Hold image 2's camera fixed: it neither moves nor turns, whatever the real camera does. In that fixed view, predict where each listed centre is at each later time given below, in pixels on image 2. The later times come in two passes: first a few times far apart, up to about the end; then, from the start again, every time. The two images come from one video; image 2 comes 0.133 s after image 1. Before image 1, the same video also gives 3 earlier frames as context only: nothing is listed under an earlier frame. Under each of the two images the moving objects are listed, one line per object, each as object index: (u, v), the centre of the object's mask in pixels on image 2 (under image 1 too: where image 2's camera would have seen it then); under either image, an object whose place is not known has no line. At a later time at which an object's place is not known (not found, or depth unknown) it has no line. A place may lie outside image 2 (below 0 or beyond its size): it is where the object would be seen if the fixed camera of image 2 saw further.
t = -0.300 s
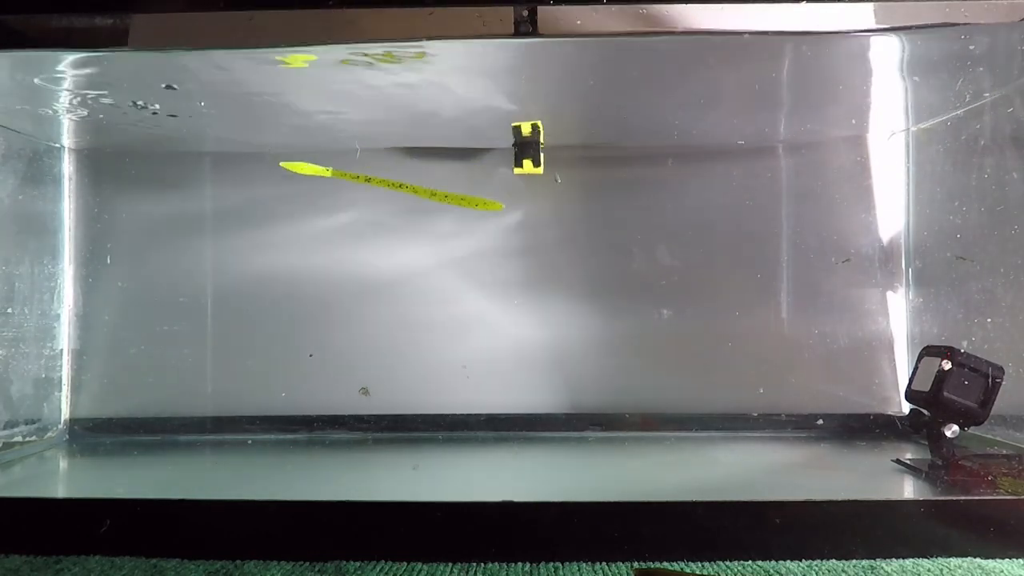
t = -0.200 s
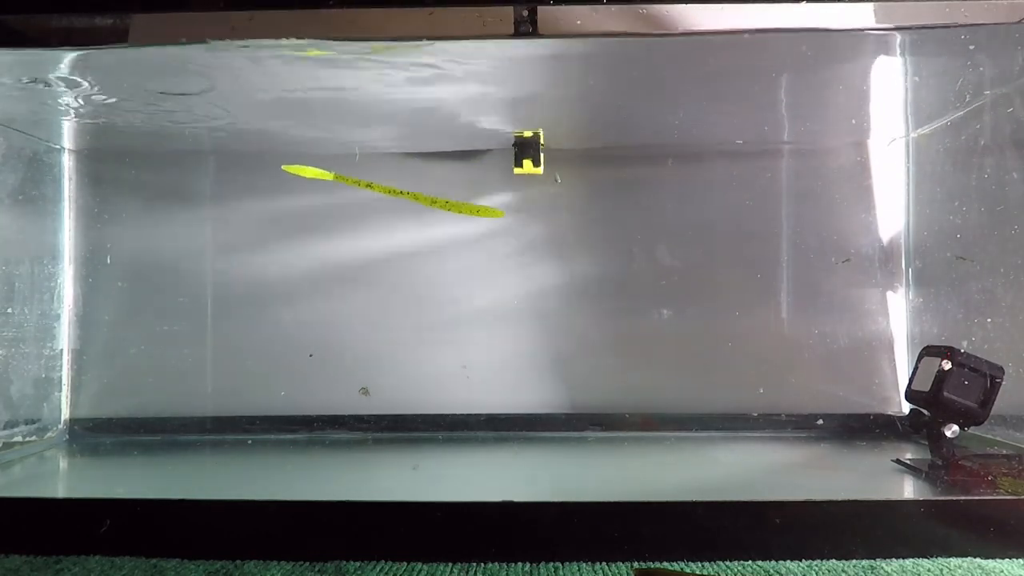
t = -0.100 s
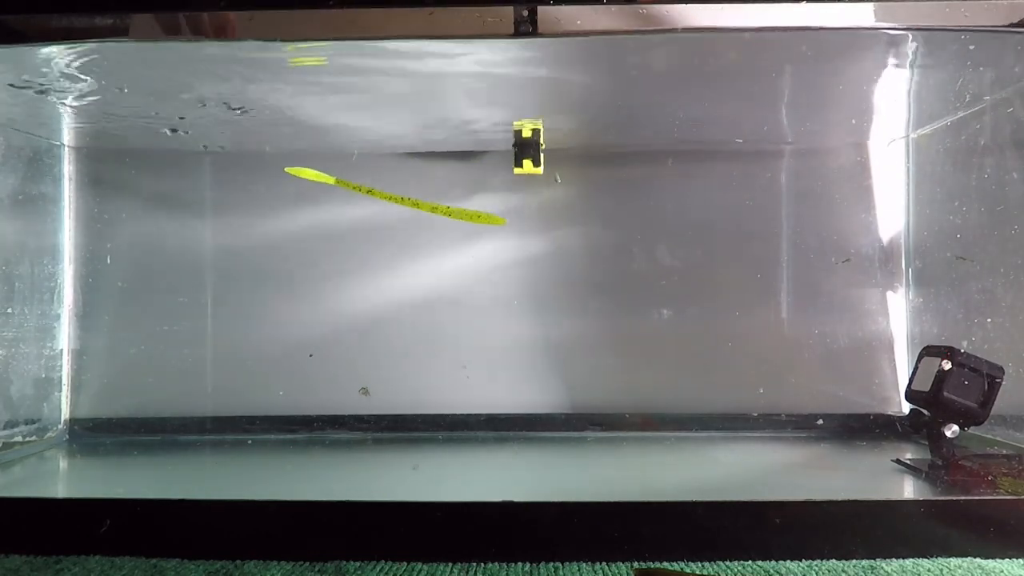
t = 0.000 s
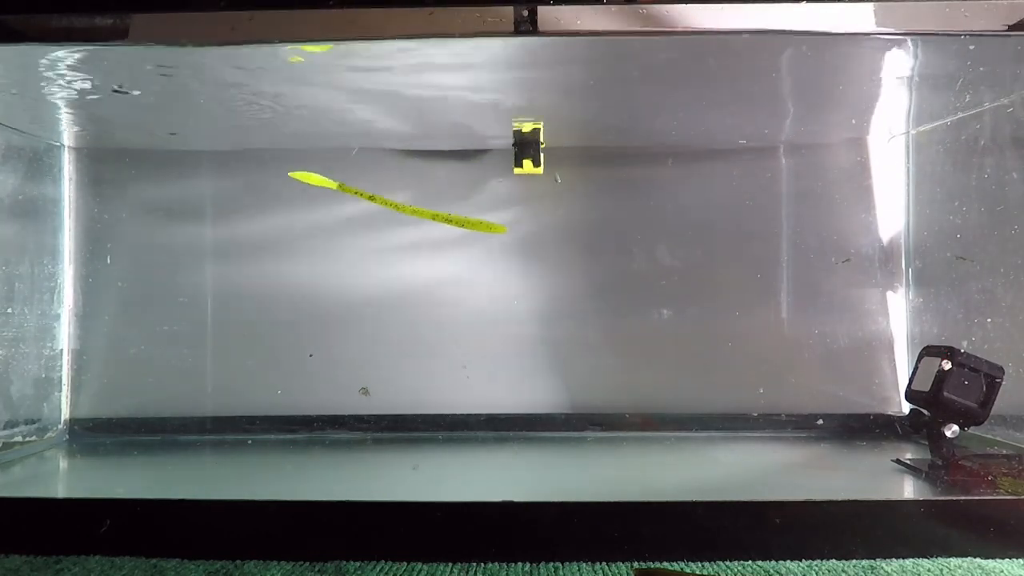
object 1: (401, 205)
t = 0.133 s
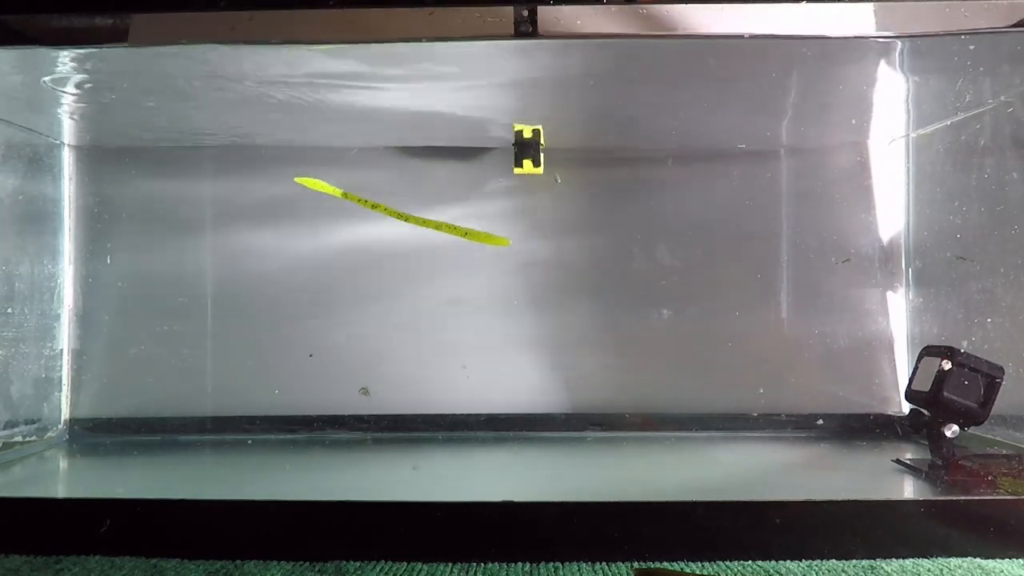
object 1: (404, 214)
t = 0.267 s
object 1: (410, 223)
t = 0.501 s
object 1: (430, 242)
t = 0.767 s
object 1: (460, 267)
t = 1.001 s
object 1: (481, 292)
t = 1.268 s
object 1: (507, 323)
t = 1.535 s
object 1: (543, 359)
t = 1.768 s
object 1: (578, 391)
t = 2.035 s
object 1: (618, 426)
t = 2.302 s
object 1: (654, 462)
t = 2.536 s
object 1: (681, 475)
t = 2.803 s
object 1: (707, 483)
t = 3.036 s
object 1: (719, 485)
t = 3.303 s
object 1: (721, 484)
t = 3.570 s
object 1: (721, 484)
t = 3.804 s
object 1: (722, 484)
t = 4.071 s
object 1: (723, 484)
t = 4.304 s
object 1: (722, 484)
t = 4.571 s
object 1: (721, 485)
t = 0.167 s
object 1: (405, 216)
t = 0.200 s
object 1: (406, 218)
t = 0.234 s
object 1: (408, 221)
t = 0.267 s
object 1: (410, 223)
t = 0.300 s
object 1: (411, 225)
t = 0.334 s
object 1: (414, 229)
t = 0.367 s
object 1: (417, 232)
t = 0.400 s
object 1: (420, 235)
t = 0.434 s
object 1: (422, 237)
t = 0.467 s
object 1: (427, 240)
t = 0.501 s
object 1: (430, 242)
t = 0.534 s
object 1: (436, 245)
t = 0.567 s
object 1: (439, 247)
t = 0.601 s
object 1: (444, 250)
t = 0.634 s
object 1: (446, 253)
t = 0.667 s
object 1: (449, 256)
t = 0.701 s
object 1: (453, 260)
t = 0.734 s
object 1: (457, 263)
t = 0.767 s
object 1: (460, 267)
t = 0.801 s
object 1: (463, 271)
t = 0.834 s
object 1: (468, 275)
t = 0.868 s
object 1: (470, 278)
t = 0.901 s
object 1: (472, 281)
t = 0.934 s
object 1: (475, 285)
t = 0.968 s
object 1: (479, 289)
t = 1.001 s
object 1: (481, 292)
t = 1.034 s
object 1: (484, 296)
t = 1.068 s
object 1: (488, 300)
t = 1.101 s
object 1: (491, 303)
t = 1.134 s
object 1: (494, 307)
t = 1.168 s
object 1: (497, 311)
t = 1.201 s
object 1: (500, 315)
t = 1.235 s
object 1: (504, 319)
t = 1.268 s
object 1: (507, 323)
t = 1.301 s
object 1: (511, 327)
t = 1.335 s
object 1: (516, 332)
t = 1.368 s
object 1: (520, 336)
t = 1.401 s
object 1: (524, 341)
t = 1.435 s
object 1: (529, 346)
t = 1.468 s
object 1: (534, 350)
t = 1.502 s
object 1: (538, 355)
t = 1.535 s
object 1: (543, 359)
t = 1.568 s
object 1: (547, 363)
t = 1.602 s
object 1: (552, 368)
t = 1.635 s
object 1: (557, 373)
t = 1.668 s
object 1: (562, 377)
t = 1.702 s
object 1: (567, 382)
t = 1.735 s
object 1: (573, 387)
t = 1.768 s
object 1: (578, 391)
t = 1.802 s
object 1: (583, 396)
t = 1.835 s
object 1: (588, 400)
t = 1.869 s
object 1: (592, 404)
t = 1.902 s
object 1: (598, 408)
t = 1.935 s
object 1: (602, 412)
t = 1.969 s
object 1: (608, 417)
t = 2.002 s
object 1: (613, 422)
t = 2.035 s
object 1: (618, 426)
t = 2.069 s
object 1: (622, 431)
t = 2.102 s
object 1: (627, 436)
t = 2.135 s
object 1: (632, 441)
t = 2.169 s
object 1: (636, 445)
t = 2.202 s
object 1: (641, 450)
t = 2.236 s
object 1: (646, 454)
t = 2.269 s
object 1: (650, 458)
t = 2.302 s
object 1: (654, 462)
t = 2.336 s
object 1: (658, 466)
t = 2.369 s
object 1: (661, 468)
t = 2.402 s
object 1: (666, 470)
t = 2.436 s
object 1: (668, 472)
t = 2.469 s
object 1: (674, 474)
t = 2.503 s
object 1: (677, 475)
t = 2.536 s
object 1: (681, 475)
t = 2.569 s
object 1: (684, 476)
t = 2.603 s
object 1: (688, 477)
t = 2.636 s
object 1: (693, 479)
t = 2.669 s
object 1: (696, 480)
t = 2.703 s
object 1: (699, 481)
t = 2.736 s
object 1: (701, 481)
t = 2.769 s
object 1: (705, 482)
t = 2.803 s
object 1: (707, 483)
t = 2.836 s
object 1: (710, 484)
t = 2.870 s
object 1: (712, 484)
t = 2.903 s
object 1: (715, 485)
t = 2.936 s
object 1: (716, 484)
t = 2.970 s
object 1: (717, 485)
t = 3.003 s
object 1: (718, 484)
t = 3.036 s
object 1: (719, 485)
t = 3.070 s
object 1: (720, 484)
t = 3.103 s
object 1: (720, 484)
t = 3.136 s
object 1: (720, 484)
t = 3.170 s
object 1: (720, 484)
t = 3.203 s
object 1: (721, 484)
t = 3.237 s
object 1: (721, 484)
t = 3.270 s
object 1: (721, 484)
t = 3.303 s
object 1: (721, 484)
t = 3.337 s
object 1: (721, 484)
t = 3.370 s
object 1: (721, 484)
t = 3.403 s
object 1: (721, 484)
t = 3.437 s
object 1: (721, 484)
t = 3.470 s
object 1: (721, 484)
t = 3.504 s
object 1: (721, 484)
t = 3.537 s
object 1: (720, 484)
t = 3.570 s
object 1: (721, 484)
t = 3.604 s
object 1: (721, 484)
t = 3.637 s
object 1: (721, 484)
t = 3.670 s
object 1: (722, 484)
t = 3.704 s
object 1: (722, 484)
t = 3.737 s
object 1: (722, 484)
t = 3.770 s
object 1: (722, 484)
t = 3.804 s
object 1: (722, 484)
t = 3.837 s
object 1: (722, 484)
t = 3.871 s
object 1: (723, 484)
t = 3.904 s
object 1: (722, 484)
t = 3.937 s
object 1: (723, 484)
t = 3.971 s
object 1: (722, 484)
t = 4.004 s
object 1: (723, 484)
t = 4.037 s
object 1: (723, 484)
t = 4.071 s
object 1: (723, 484)
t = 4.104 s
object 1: (722, 484)
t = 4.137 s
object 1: (722, 484)
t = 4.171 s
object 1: (722, 484)
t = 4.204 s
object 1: (722, 484)
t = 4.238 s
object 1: (721, 484)
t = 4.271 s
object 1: (721, 484)
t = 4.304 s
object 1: (722, 484)
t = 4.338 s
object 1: (721, 484)
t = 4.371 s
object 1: (721, 484)
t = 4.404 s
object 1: (721, 484)
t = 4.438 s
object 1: (721, 484)
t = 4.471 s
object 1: (721, 484)
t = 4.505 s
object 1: (722, 484)
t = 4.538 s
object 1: (721, 485)
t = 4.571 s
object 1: (721, 485)
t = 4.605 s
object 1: (721, 484)
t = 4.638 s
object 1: (721, 485)
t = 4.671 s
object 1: (721, 484)
